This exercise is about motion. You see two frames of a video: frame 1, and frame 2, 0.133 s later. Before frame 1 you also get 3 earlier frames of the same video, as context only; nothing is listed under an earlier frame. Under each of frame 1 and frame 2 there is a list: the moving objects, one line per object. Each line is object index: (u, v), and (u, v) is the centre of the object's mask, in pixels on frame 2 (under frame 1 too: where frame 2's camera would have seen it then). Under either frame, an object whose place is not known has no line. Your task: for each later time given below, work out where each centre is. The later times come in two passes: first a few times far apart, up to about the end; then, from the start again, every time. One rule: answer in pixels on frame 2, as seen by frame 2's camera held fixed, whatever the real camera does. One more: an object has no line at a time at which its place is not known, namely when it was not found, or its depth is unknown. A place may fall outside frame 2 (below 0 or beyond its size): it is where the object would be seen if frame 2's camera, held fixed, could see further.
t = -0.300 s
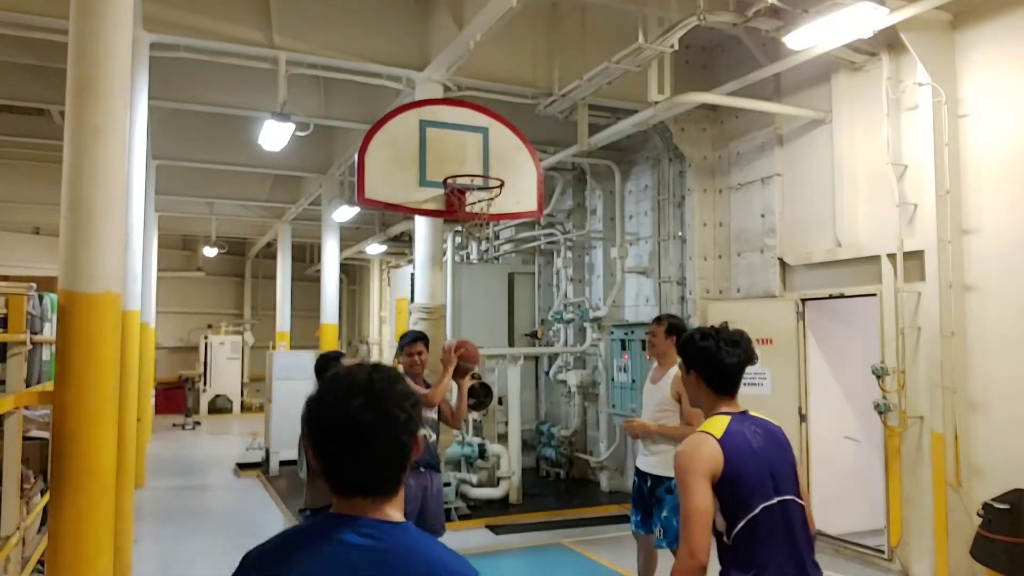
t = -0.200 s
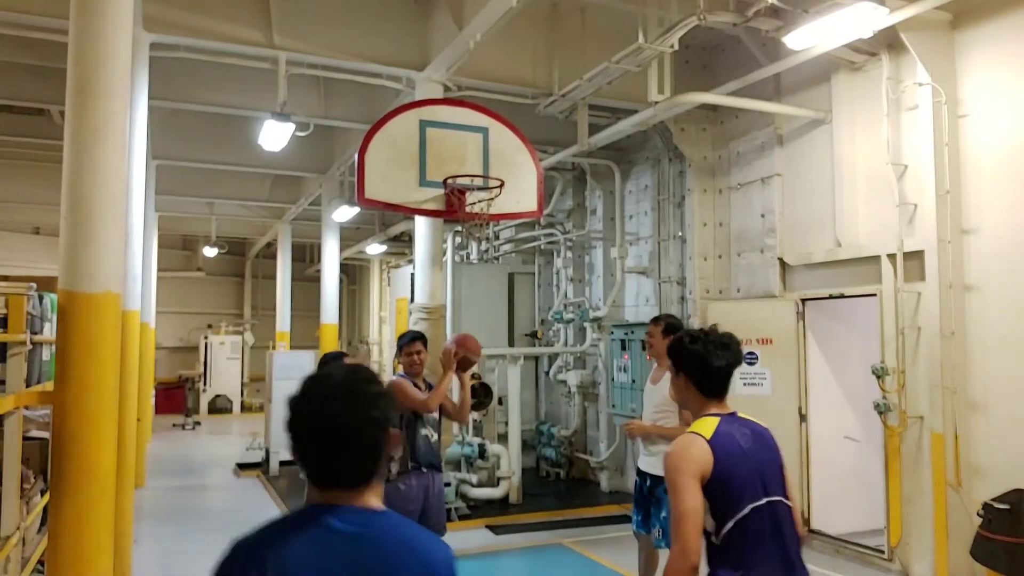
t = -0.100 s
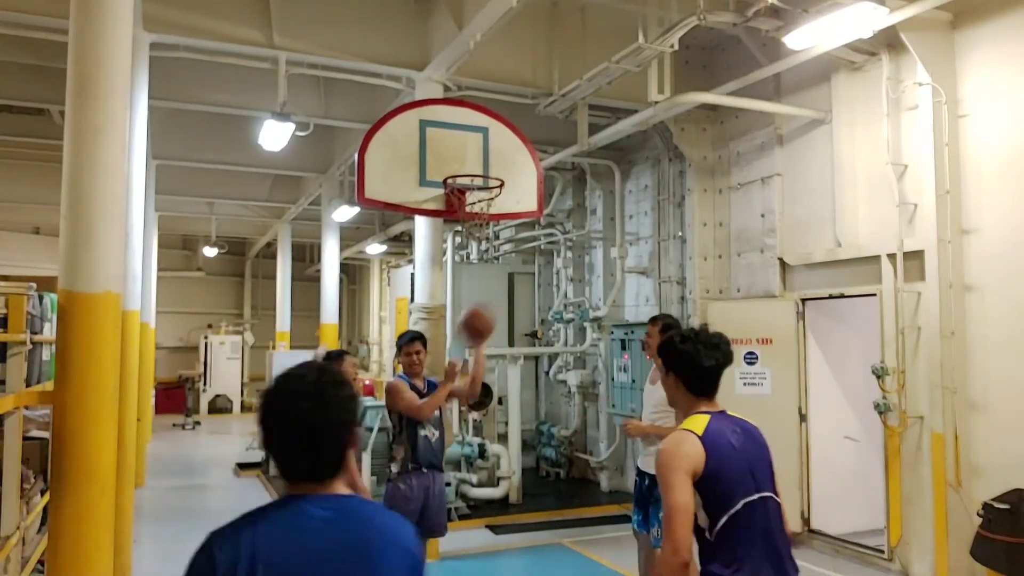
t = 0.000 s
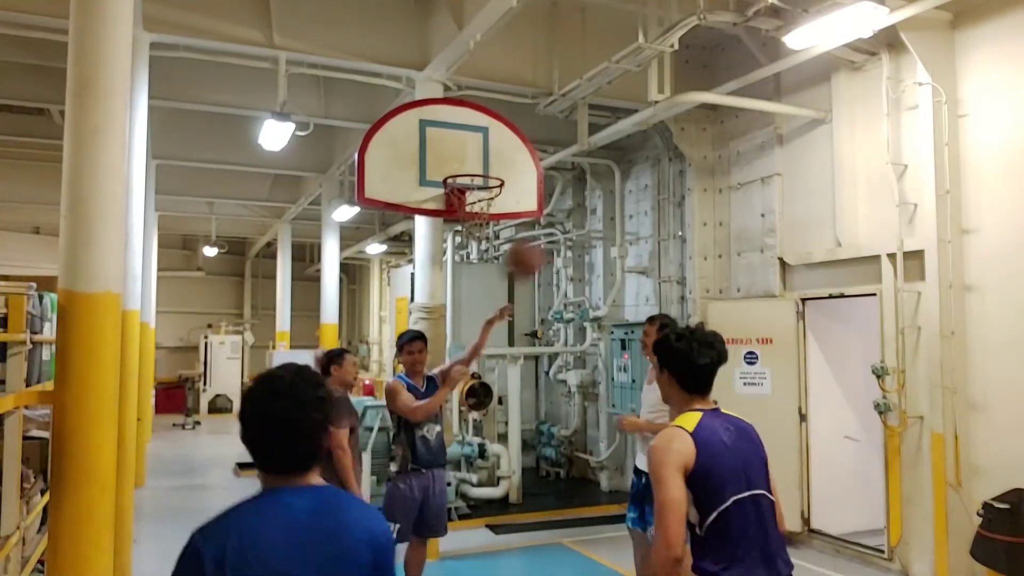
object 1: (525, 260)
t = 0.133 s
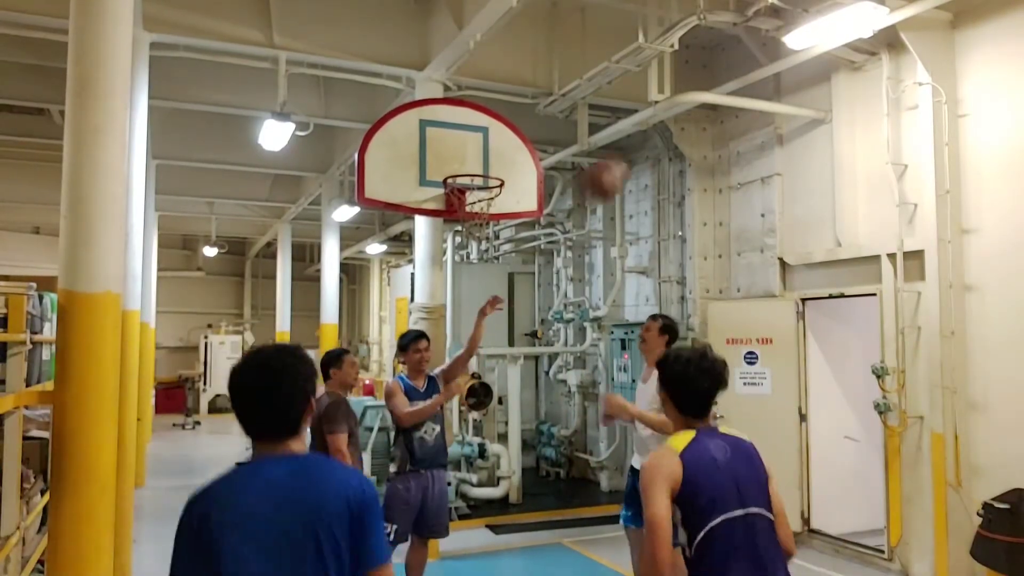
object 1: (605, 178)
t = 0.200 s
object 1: (647, 149)
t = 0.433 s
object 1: (812, 91)
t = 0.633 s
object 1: (988, 121)
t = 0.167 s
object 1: (627, 162)
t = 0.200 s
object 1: (647, 149)
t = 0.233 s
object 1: (668, 137)
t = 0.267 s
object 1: (691, 124)
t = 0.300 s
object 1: (709, 117)
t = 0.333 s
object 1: (732, 109)
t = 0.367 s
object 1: (759, 102)
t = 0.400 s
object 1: (784, 95)
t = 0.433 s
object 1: (812, 91)
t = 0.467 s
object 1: (836, 89)
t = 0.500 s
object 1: (866, 91)
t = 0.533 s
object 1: (896, 95)
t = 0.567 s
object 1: (926, 100)
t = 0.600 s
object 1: (956, 110)
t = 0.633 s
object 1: (988, 121)
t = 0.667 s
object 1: (1013, 139)
